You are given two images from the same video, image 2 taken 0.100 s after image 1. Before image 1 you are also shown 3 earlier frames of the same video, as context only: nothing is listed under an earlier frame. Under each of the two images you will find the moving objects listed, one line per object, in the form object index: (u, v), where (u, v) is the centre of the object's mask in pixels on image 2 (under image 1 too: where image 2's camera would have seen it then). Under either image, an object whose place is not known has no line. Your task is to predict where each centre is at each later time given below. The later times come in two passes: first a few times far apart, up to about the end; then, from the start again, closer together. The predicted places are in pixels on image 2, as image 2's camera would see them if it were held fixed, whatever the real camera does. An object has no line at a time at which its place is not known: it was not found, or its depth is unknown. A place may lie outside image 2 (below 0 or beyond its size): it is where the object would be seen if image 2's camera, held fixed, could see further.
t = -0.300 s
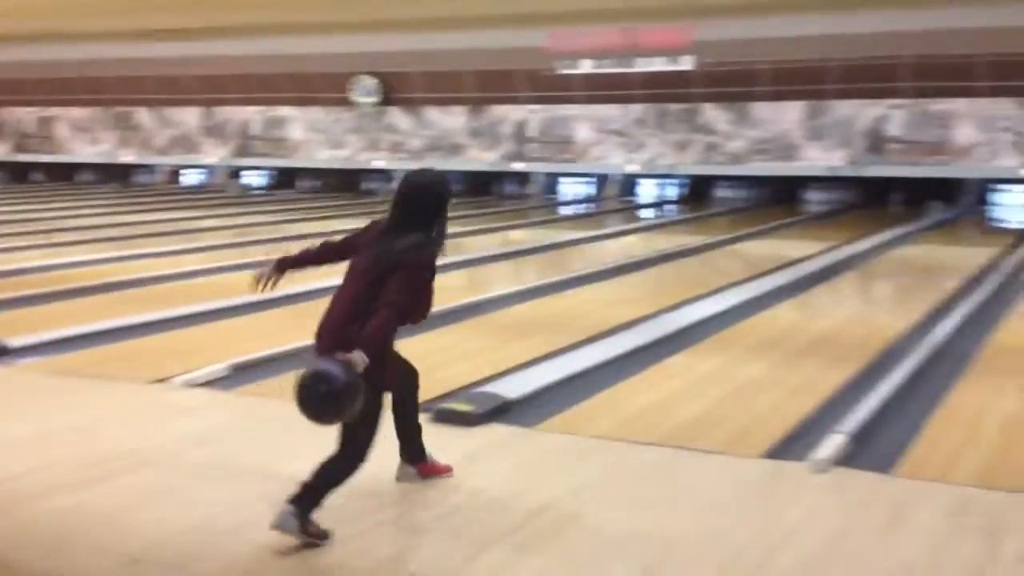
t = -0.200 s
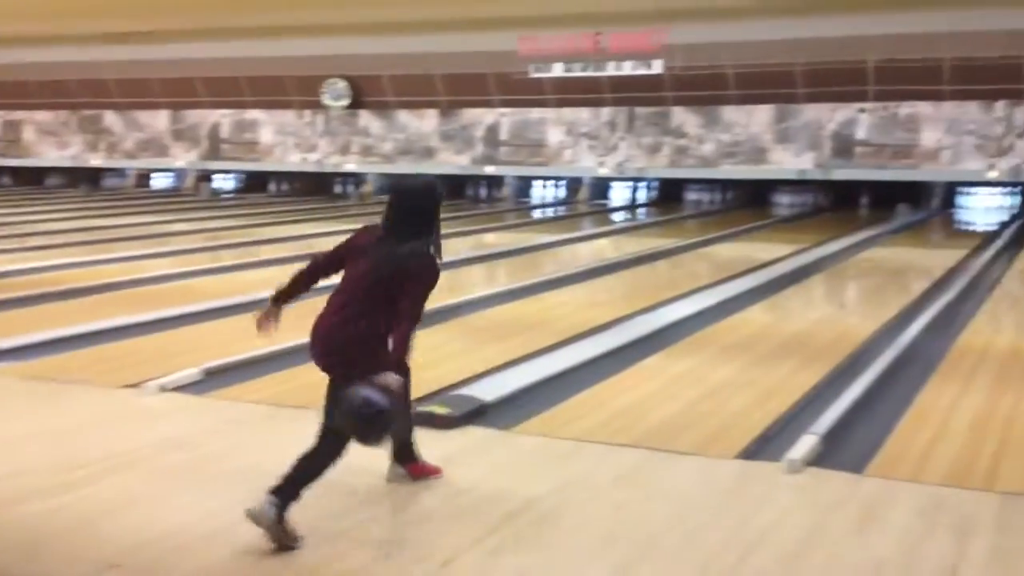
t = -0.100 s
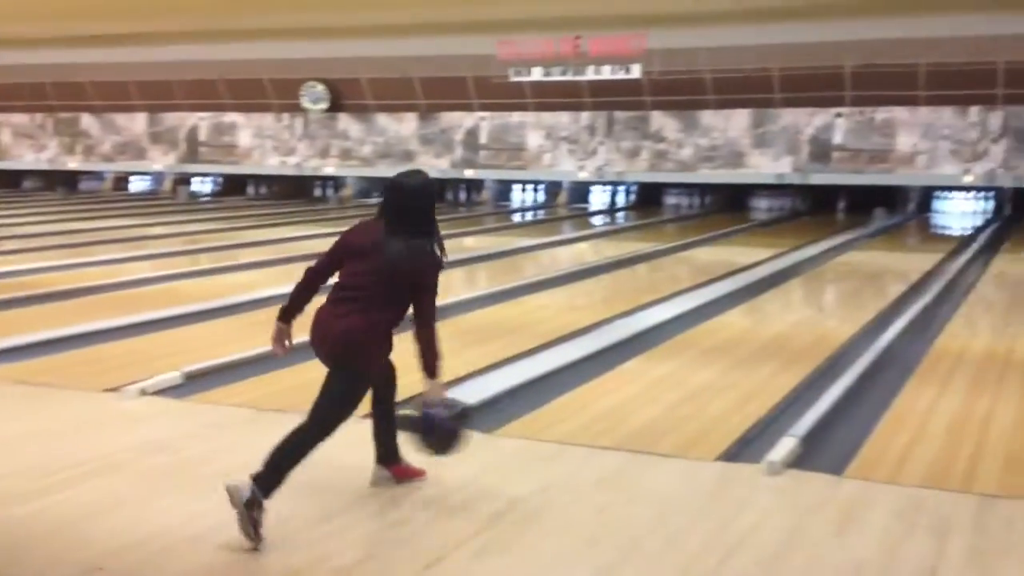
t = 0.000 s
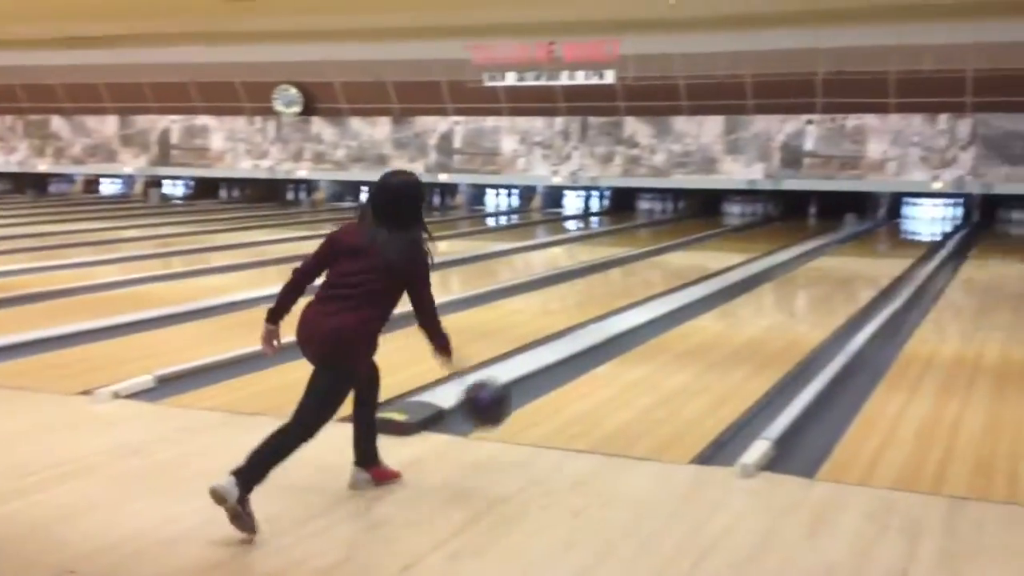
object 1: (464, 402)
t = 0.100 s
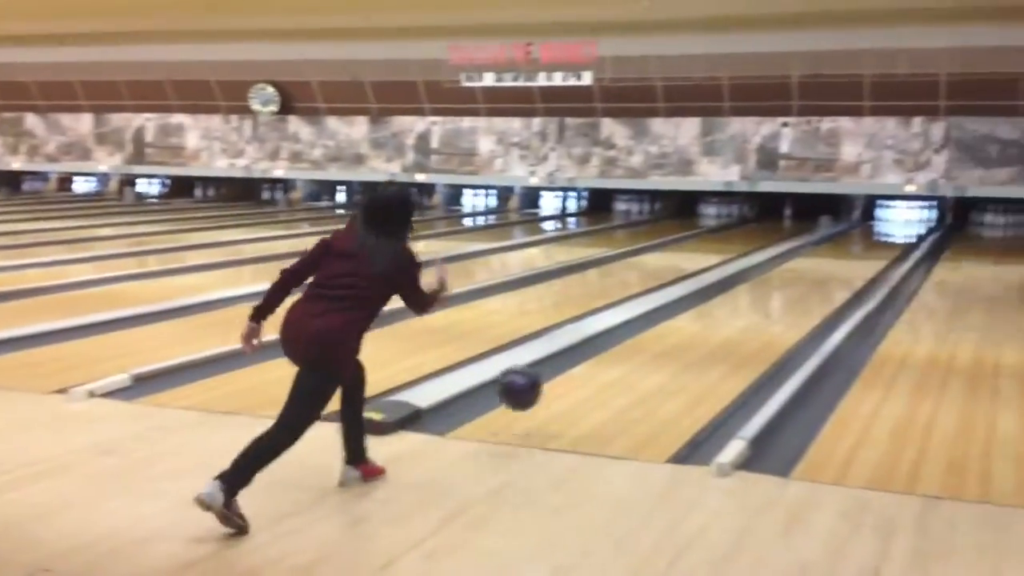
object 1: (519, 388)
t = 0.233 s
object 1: (579, 386)
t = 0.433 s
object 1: (645, 351)
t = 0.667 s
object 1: (702, 322)
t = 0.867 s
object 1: (739, 304)
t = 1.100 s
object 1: (774, 287)
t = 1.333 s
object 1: (801, 274)
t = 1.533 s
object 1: (820, 264)
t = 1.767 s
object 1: (839, 255)
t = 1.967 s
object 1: (853, 248)
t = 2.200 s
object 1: (866, 241)
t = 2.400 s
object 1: (876, 237)
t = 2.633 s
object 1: (887, 232)
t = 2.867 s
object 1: (896, 227)
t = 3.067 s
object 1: (904, 224)
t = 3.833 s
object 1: (932, 214)
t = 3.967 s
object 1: (941, 217)
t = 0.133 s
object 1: (535, 387)
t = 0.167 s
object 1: (551, 390)
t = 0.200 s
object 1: (565, 393)
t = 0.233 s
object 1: (579, 386)
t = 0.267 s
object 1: (592, 380)
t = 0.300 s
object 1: (603, 374)
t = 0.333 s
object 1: (615, 367)
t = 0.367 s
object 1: (626, 361)
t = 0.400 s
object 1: (636, 356)
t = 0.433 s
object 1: (645, 351)
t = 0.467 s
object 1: (654, 347)
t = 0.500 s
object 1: (664, 342)
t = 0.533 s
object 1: (672, 338)
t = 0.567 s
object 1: (680, 333)
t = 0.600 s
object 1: (688, 329)
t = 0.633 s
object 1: (696, 325)
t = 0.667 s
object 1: (702, 322)
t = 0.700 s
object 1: (709, 318)
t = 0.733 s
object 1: (715, 315)
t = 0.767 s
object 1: (722, 312)
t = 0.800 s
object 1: (728, 309)
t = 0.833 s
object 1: (734, 307)
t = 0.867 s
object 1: (739, 304)
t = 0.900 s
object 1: (744, 301)
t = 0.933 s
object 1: (750, 299)
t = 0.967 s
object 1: (755, 296)
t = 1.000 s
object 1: (760, 294)
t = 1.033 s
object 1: (765, 292)
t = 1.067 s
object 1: (769, 290)
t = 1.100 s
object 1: (774, 287)
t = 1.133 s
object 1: (777, 285)
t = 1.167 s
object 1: (781, 283)
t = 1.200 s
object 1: (786, 281)
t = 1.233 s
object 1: (790, 279)
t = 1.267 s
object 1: (794, 277)
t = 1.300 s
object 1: (797, 275)
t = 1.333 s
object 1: (801, 274)
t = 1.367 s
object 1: (804, 272)
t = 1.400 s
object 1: (808, 270)
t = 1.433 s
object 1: (811, 268)
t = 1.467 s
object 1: (814, 267)
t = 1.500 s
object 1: (817, 265)
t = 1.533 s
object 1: (820, 264)
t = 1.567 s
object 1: (823, 263)
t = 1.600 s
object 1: (826, 261)
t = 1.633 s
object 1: (829, 260)
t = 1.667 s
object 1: (831, 258)
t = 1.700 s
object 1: (834, 257)
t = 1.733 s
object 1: (837, 256)
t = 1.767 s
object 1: (839, 255)
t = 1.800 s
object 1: (842, 254)
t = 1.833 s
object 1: (844, 253)
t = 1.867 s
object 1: (846, 252)
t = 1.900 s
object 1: (849, 251)
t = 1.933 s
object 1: (851, 249)
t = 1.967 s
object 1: (853, 248)
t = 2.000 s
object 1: (855, 247)
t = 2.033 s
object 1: (857, 246)
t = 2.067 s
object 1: (859, 245)
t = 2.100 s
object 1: (861, 245)
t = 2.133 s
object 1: (863, 243)
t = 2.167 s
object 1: (865, 242)
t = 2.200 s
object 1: (866, 241)
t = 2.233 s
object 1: (868, 240)
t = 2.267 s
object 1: (870, 240)
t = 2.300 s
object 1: (871, 239)
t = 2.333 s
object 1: (873, 238)
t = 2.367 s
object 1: (874, 238)
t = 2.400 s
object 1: (876, 237)
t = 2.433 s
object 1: (876, 236)
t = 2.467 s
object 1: (880, 236)
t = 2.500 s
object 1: (881, 235)
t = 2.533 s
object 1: (883, 234)
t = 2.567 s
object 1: (885, 233)
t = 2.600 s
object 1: (885, 232)
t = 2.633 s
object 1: (887, 232)
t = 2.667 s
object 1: (888, 232)
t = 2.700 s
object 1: (890, 230)
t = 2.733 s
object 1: (891, 230)
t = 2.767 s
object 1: (893, 230)
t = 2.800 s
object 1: (894, 229)
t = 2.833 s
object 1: (895, 228)
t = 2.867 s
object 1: (896, 227)
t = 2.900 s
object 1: (898, 227)
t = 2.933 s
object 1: (900, 226)
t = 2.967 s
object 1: (901, 226)
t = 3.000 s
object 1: (902, 225)
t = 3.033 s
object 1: (903, 225)
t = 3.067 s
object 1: (904, 224)
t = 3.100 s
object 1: (905, 224)
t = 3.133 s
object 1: (907, 223)
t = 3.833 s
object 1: (932, 214)
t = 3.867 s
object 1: (933, 214)
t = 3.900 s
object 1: (934, 215)
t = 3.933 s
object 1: (935, 216)
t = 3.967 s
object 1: (941, 217)
